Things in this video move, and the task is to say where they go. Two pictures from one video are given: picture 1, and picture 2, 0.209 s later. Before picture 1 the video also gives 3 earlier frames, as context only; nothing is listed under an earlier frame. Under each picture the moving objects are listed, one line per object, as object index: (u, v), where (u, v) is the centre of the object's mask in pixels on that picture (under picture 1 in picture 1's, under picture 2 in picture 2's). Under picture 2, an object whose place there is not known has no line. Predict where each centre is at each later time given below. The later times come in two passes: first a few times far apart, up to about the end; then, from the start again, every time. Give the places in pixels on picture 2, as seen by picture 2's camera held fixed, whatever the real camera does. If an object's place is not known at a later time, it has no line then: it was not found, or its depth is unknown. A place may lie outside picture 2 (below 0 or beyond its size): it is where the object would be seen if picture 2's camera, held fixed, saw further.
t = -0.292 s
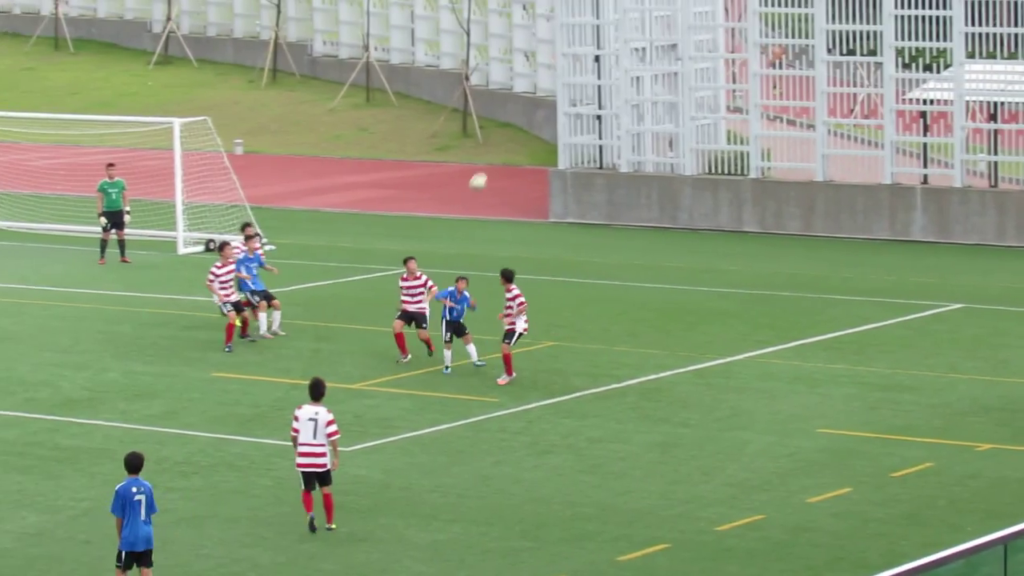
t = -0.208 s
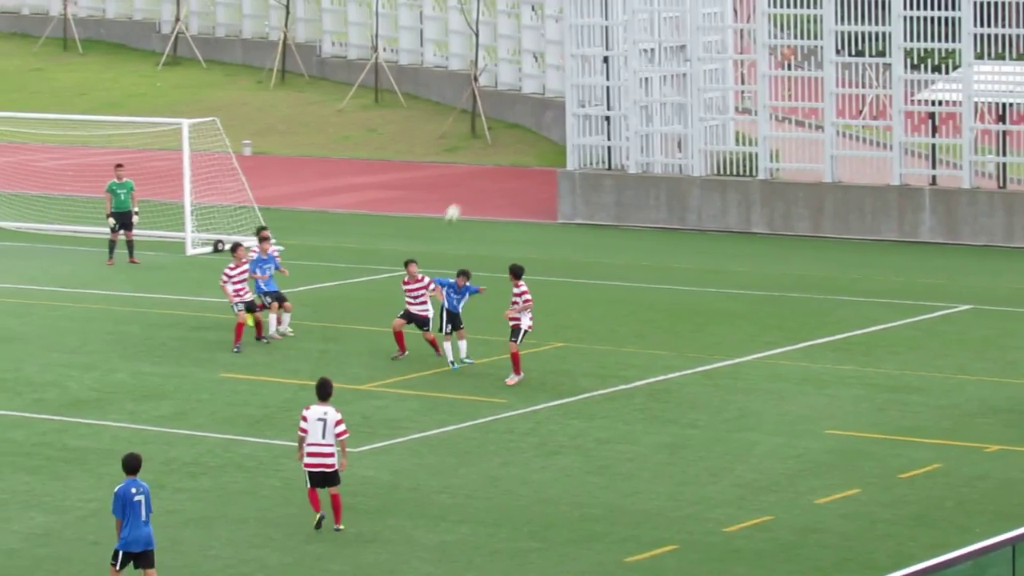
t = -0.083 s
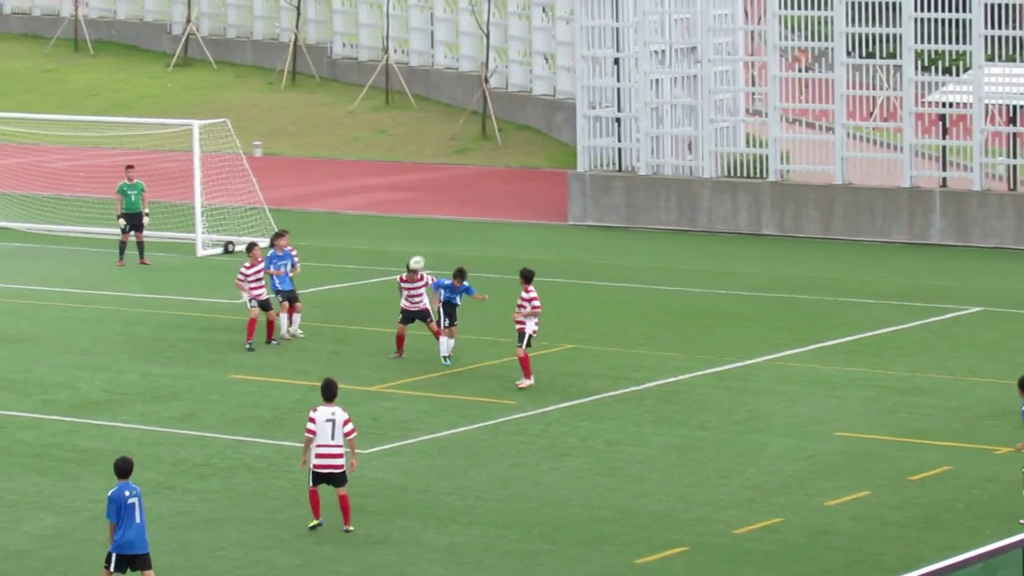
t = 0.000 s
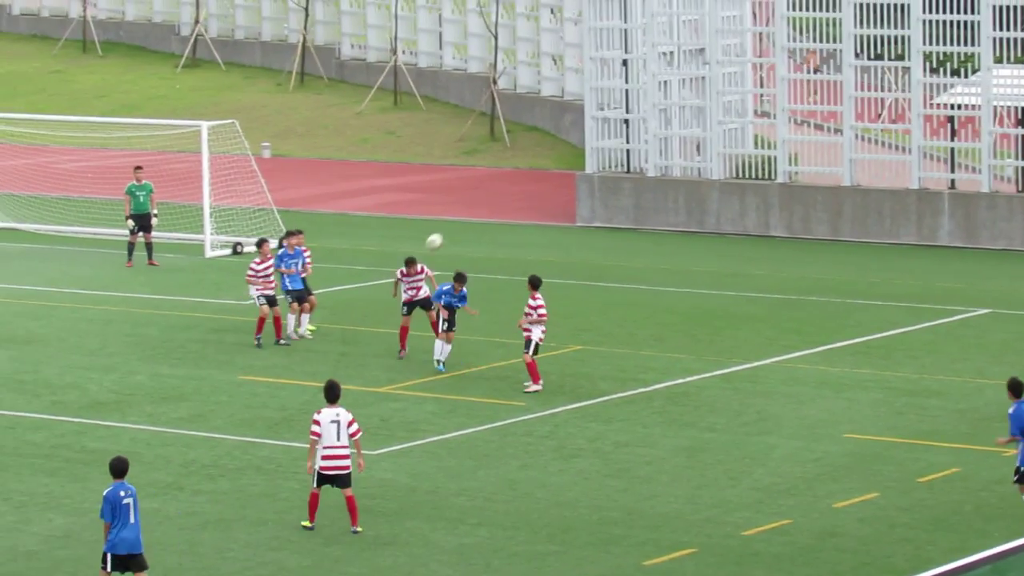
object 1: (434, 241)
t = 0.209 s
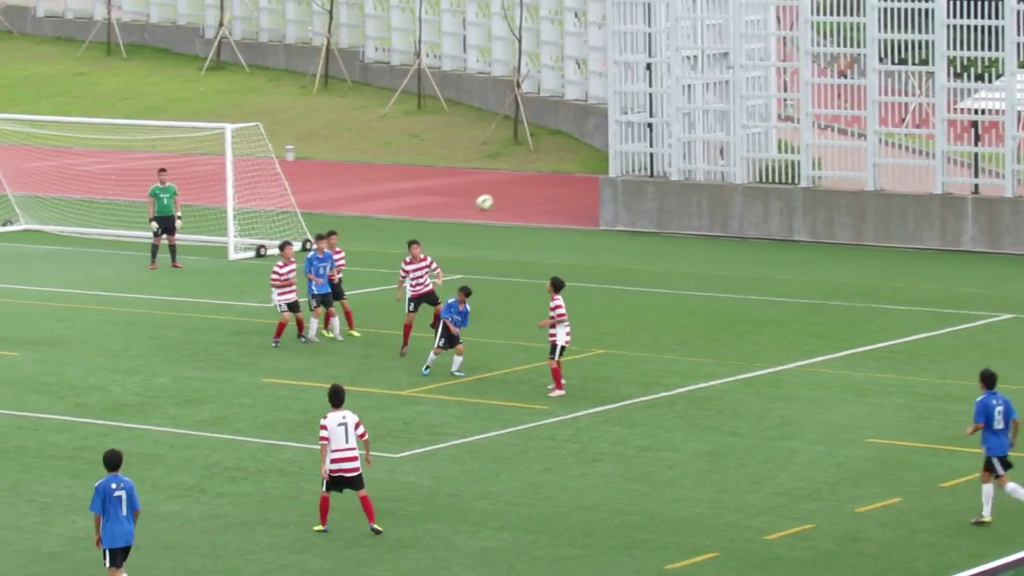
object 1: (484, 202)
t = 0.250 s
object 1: (490, 196)
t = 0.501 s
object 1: (526, 191)
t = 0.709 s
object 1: (557, 223)
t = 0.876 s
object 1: (583, 274)
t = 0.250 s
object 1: (490, 196)
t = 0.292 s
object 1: (496, 192)
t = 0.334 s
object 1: (502, 189)
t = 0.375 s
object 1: (508, 188)
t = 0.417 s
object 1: (514, 188)
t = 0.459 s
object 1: (520, 189)
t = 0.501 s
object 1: (526, 191)
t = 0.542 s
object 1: (532, 195)
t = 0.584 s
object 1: (538, 200)
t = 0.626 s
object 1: (545, 206)
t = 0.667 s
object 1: (551, 215)
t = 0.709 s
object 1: (557, 223)
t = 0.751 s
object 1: (563, 234)
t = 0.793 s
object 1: (570, 246)
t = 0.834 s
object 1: (576, 259)
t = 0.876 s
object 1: (583, 274)
